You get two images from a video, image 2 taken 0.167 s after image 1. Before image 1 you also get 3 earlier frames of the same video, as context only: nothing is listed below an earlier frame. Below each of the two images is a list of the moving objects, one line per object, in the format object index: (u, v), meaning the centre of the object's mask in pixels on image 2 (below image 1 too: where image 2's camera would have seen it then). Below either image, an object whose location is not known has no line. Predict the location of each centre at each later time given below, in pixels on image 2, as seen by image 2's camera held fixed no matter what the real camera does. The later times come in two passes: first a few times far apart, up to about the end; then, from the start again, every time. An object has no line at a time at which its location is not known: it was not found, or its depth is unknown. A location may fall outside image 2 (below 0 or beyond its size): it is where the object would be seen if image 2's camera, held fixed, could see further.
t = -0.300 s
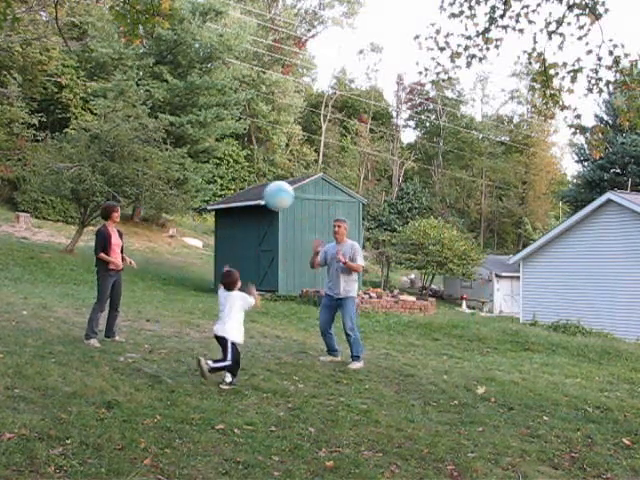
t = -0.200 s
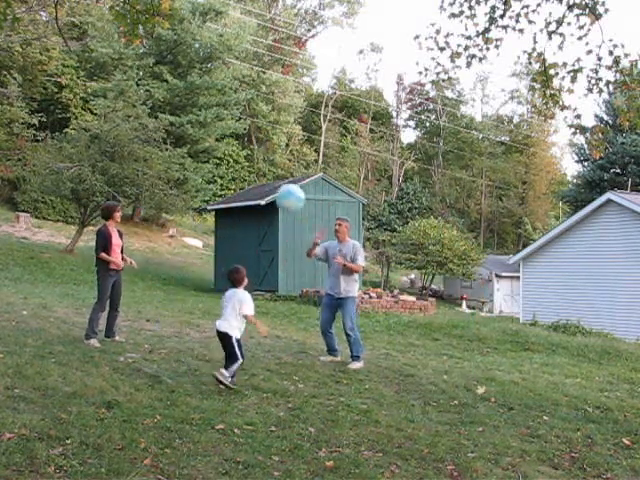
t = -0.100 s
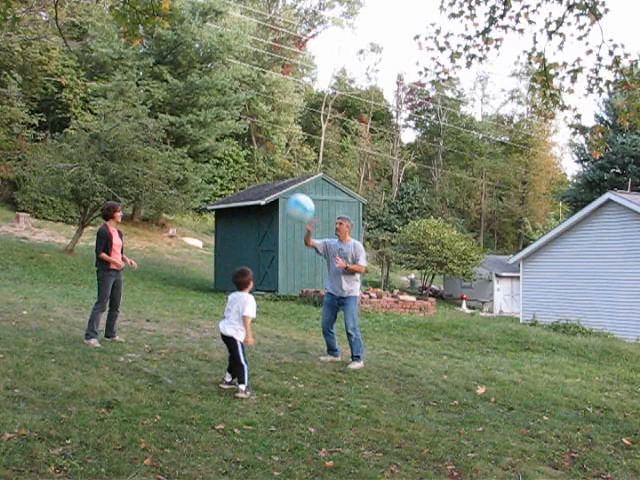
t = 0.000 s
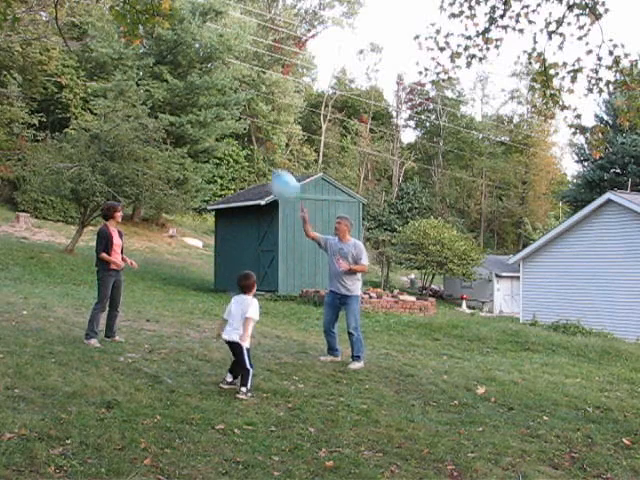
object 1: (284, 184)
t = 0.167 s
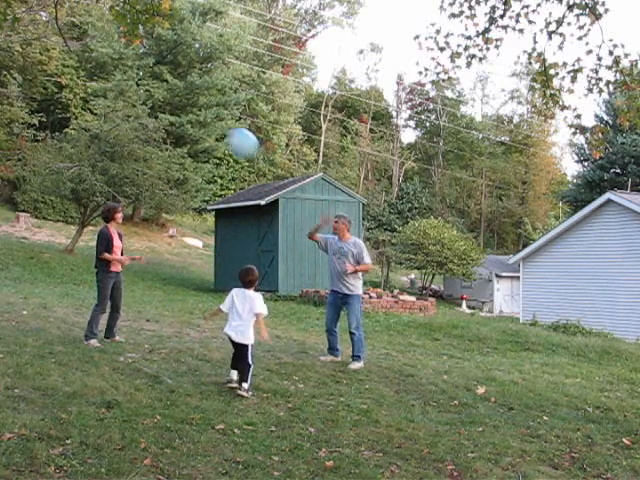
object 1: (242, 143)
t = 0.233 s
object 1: (226, 131)
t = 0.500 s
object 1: (168, 124)
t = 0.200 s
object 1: (234, 137)
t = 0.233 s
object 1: (226, 131)
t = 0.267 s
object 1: (218, 127)
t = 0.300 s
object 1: (211, 124)
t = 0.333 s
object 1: (203, 122)
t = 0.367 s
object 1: (195, 120)
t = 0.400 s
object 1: (189, 120)
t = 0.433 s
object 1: (182, 121)
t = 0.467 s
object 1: (175, 122)
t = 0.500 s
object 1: (168, 124)
